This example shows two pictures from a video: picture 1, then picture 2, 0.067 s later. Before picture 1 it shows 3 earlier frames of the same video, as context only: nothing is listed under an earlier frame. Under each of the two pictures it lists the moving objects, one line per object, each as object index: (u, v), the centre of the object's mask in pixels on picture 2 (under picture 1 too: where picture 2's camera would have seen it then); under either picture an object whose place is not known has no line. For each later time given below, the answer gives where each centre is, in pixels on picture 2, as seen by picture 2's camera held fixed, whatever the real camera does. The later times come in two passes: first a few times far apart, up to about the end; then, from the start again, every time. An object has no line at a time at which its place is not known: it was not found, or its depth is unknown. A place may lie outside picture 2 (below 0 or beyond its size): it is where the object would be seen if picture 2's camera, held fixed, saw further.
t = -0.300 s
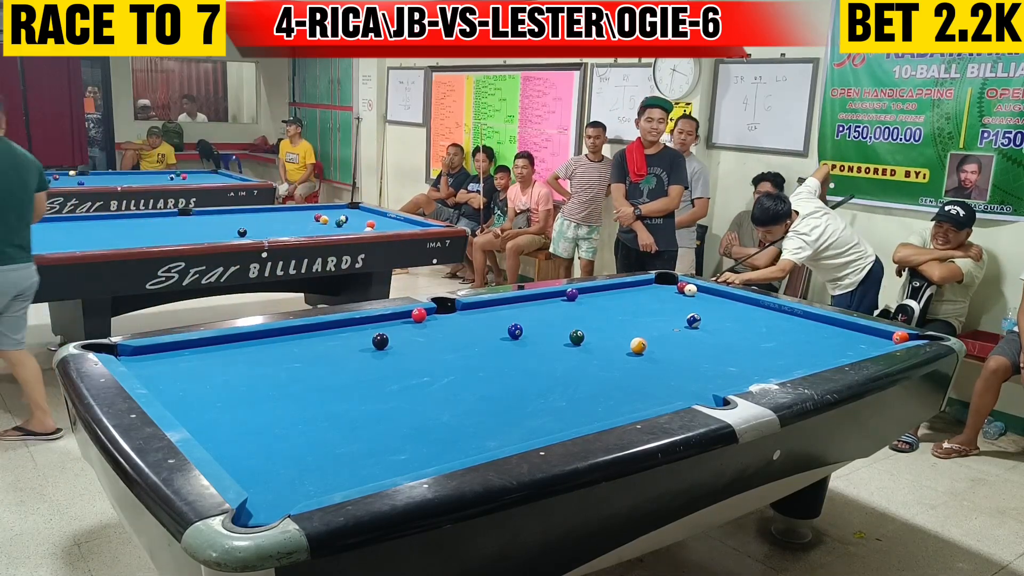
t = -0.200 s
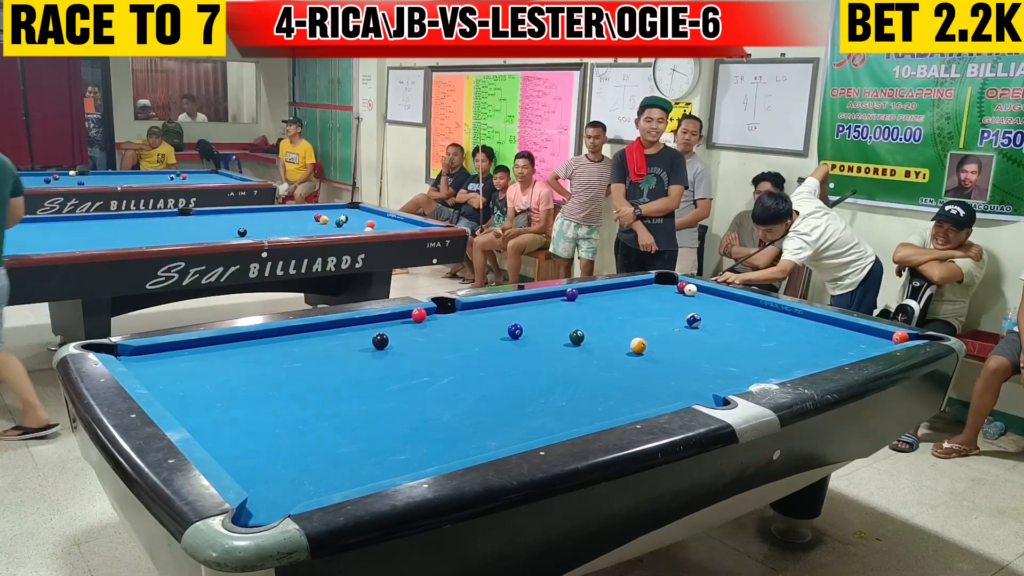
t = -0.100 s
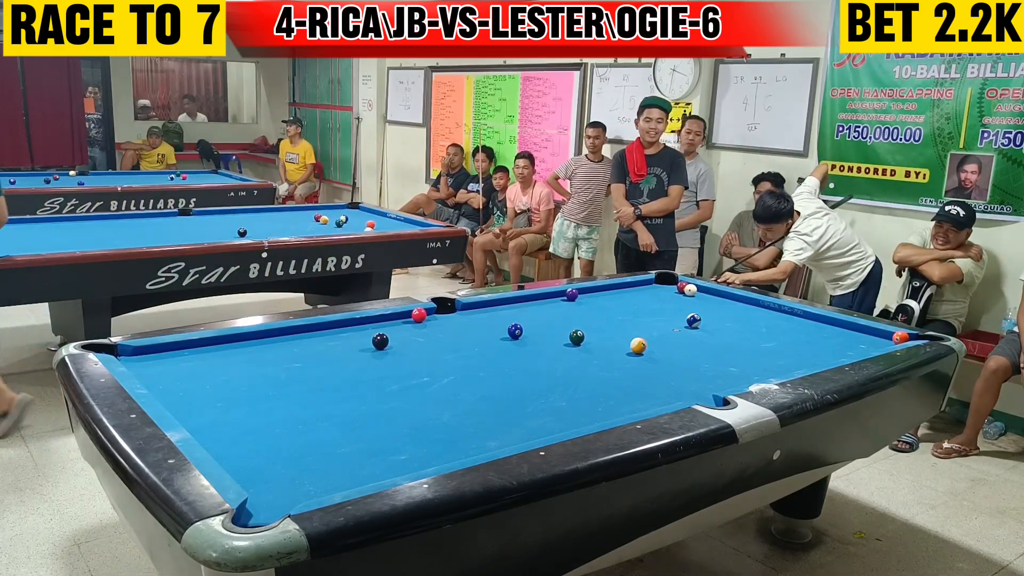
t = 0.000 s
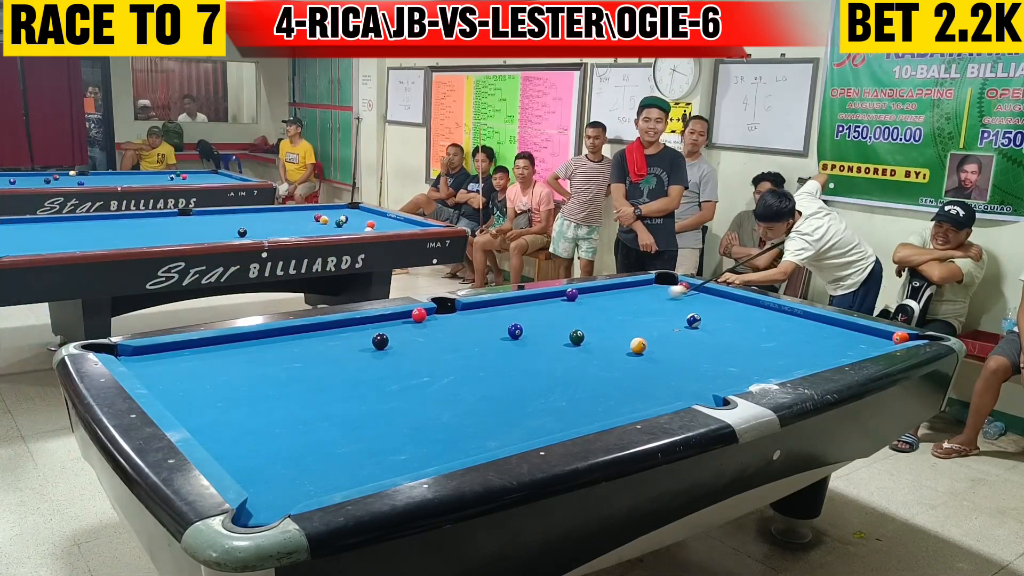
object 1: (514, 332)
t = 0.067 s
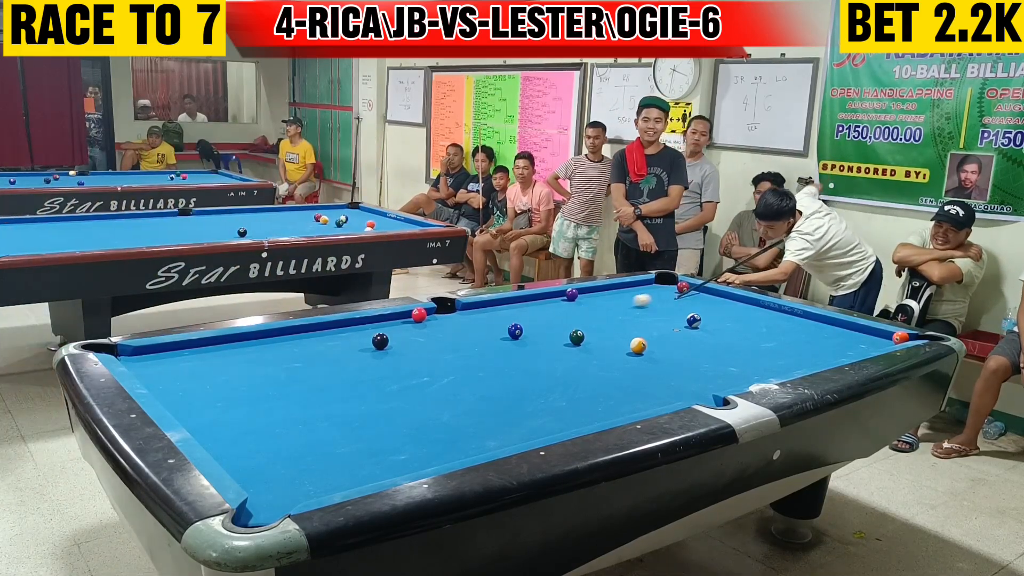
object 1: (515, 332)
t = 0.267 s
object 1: (515, 332)
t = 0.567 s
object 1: (378, 385)
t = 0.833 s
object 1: (222, 447)
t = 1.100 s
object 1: (324, 443)
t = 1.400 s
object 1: (427, 436)
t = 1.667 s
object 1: (516, 431)
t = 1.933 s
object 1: (589, 420)
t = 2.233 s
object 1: (624, 406)
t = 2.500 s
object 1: (649, 394)
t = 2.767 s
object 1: (671, 382)
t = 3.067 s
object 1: (693, 370)
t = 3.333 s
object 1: (708, 362)
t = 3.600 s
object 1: (722, 354)
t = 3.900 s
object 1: (736, 346)
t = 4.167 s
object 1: (745, 340)
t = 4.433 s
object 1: (754, 335)
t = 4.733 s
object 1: (763, 330)
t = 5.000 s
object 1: (769, 326)
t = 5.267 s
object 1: (776, 322)
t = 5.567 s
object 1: (782, 320)
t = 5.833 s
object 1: (786, 316)
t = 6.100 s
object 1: (789, 315)
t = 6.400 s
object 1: (794, 313)
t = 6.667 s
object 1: (792, 312)
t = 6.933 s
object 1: (790, 312)
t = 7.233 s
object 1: (790, 312)
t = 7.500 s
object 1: (790, 312)
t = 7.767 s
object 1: (790, 312)
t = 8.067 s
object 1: (790, 312)
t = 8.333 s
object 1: (790, 312)
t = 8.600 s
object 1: (790, 312)
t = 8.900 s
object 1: (790, 312)
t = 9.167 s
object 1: (790, 312)
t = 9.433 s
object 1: (790, 312)
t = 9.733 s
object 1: (789, 312)
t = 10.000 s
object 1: (790, 312)
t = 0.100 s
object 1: (515, 332)
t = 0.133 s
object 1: (515, 332)
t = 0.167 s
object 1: (515, 332)
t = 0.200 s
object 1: (515, 332)
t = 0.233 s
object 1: (515, 332)
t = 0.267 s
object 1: (515, 332)
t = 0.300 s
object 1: (502, 337)
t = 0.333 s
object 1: (487, 342)
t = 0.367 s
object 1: (471, 349)
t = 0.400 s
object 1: (455, 355)
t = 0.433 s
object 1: (439, 362)
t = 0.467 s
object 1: (422, 368)
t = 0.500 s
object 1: (413, 371)
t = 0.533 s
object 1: (396, 378)
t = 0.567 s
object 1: (378, 385)
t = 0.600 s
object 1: (360, 392)
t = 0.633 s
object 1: (342, 400)
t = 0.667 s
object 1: (324, 407)
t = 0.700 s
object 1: (305, 415)
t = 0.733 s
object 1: (286, 422)
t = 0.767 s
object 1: (266, 430)
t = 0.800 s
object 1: (244, 438)
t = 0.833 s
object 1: (222, 447)
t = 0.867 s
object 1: (223, 451)
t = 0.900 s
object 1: (240, 448)
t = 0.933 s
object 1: (256, 447)
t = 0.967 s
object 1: (271, 446)
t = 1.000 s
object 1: (285, 445)
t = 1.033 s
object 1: (299, 445)
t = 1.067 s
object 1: (311, 444)
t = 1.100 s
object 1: (324, 443)
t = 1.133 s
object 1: (337, 442)
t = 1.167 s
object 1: (349, 441)
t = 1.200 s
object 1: (362, 441)
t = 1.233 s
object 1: (374, 440)
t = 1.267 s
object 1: (386, 439)
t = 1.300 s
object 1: (398, 438)
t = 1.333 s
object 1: (410, 437)
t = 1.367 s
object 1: (416, 437)
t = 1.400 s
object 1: (427, 436)
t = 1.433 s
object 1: (439, 436)
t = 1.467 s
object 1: (450, 435)
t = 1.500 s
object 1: (462, 434)
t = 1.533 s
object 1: (473, 434)
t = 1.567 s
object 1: (484, 433)
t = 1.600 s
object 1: (495, 432)
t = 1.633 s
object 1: (505, 432)
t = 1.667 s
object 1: (516, 431)
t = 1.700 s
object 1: (526, 430)
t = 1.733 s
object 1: (537, 429)
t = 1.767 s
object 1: (546, 428)
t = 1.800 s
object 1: (556, 426)
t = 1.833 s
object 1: (566, 425)
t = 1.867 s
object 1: (576, 423)
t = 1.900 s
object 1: (585, 422)
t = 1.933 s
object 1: (589, 420)
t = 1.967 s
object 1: (593, 419)
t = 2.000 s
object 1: (597, 417)
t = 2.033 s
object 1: (601, 415)
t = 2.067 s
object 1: (605, 414)
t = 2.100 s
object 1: (610, 412)
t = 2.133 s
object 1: (613, 411)
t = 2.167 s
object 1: (617, 409)
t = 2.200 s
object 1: (621, 408)
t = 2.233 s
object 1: (624, 406)
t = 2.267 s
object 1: (626, 405)
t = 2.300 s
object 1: (629, 404)
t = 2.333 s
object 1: (633, 402)
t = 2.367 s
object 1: (636, 400)
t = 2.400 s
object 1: (640, 399)
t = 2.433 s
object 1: (643, 397)
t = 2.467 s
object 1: (646, 396)
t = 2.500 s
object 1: (649, 394)
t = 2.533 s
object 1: (652, 392)
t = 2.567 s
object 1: (655, 391)
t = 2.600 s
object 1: (658, 389)
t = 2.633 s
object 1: (660, 388)
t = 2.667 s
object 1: (663, 386)
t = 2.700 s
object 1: (666, 385)
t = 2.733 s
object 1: (669, 383)
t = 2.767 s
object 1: (671, 382)
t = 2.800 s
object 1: (674, 381)
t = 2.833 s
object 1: (676, 379)
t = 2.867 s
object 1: (679, 378)
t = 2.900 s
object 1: (681, 377)
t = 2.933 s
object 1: (684, 375)
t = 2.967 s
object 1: (686, 374)
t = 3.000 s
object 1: (688, 373)
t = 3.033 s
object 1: (690, 372)
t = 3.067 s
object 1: (693, 370)
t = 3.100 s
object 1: (695, 369)
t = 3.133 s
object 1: (697, 368)
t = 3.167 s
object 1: (698, 367)
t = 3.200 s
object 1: (700, 366)
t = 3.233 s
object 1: (702, 365)
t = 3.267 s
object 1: (704, 364)
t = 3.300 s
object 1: (706, 363)
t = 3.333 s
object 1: (708, 362)
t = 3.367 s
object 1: (710, 361)
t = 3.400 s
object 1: (711, 360)
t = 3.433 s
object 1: (713, 359)
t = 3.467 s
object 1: (715, 358)
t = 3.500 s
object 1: (717, 357)
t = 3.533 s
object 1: (719, 356)
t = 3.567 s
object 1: (720, 355)
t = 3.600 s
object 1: (722, 354)
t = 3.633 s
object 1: (724, 353)
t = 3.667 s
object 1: (725, 352)
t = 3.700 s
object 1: (727, 351)
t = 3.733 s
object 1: (728, 350)
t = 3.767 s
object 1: (730, 350)
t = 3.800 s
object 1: (732, 349)
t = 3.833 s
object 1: (733, 348)
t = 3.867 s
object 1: (734, 347)
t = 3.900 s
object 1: (736, 346)
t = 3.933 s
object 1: (737, 345)
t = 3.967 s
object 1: (738, 345)
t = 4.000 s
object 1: (740, 344)
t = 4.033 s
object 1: (741, 343)
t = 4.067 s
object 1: (742, 343)
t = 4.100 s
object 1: (743, 342)
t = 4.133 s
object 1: (744, 341)
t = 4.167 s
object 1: (745, 340)
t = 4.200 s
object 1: (746, 340)
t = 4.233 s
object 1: (748, 339)
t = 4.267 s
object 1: (749, 338)
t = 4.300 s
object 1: (750, 338)
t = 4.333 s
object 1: (751, 337)
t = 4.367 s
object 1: (752, 336)
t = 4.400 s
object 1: (753, 336)
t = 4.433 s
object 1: (754, 335)
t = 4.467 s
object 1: (755, 335)
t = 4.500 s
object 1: (756, 334)
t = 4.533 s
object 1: (757, 333)
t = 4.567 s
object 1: (758, 332)
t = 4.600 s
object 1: (759, 332)
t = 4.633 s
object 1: (760, 331)
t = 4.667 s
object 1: (761, 331)
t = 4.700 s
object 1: (762, 330)
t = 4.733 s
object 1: (763, 330)
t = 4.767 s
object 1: (764, 329)
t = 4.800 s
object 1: (765, 329)
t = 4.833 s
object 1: (765, 328)
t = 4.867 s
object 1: (766, 328)
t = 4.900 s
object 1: (767, 327)
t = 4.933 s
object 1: (768, 327)
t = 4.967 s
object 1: (768, 326)
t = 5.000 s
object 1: (769, 326)
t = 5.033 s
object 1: (770, 326)
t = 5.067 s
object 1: (771, 325)
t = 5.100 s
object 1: (772, 325)
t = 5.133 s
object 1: (772, 324)
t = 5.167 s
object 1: (773, 324)
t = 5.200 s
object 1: (774, 323)
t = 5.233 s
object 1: (775, 323)
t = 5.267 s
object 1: (776, 322)
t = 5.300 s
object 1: (776, 322)
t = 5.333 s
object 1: (777, 322)
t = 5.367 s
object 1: (778, 321)
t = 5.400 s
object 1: (778, 321)
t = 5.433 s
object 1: (779, 321)
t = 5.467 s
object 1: (779, 320)
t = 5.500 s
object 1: (780, 320)
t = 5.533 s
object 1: (781, 320)
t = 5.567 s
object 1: (782, 320)
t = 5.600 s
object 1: (782, 319)
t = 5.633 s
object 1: (783, 319)
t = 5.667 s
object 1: (783, 319)
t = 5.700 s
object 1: (784, 318)
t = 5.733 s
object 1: (784, 317)
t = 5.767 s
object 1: (785, 317)
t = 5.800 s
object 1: (786, 317)
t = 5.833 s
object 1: (786, 316)
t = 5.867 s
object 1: (786, 316)
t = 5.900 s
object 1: (787, 316)
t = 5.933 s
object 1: (787, 316)
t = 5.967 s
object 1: (787, 316)
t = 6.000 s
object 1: (788, 315)
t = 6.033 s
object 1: (788, 315)
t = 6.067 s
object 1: (788, 315)
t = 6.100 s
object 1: (789, 315)
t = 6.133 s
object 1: (789, 314)
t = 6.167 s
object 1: (790, 314)
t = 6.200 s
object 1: (791, 314)
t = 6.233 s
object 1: (791, 313)
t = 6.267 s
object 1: (791, 313)
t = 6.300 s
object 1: (792, 313)
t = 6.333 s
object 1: (793, 313)
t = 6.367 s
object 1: (794, 313)
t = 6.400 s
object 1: (794, 313)
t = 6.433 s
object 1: (795, 312)
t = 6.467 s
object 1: (795, 312)
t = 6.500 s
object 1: (795, 312)
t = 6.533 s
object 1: (795, 312)
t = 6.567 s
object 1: (794, 312)
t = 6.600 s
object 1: (794, 312)
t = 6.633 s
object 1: (793, 312)
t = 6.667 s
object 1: (792, 312)
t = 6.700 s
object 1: (792, 312)
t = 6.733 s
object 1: (792, 312)
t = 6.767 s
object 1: (791, 312)
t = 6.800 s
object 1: (791, 312)
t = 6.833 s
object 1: (791, 312)
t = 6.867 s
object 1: (790, 312)
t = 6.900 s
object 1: (790, 312)
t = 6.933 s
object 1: (790, 312)
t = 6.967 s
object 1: (790, 312)
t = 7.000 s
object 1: (790, 312)
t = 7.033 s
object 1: (790, 312)
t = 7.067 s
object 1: (790, 312)
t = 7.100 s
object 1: (790, 312)
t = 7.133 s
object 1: (790, 312)
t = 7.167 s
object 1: (790, 312)
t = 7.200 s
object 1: (790, 312)
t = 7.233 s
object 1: (790, 312)
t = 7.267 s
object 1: (790, 312)
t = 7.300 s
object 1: (790, 312)
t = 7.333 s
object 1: (790, 312)
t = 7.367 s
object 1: (790, 312)
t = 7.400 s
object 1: (790, 312)
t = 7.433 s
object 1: (790, 312)
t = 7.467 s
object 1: (790, 312)
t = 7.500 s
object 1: (790, 312)
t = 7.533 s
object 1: (790, 312)
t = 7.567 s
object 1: (790, 312)
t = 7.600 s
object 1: (790, 312)
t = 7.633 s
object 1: (790, 312)
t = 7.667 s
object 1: (790, 312)
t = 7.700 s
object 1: (790, 312)
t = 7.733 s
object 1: (790, 312)
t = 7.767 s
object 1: (790, 312)
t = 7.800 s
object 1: (790, 312)
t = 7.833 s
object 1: (790, 312)
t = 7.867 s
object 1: (790, 312)
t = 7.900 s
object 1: (790, 312)
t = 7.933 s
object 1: (790, 312)
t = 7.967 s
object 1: (790, 312)
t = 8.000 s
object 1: (790, 312)
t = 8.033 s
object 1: (790, 312)
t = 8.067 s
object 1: (790, 312)
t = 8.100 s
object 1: (790, 312)
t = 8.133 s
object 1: (790, 312)
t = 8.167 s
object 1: (790, 312)
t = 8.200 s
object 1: (790, 312)
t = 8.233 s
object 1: (790, 312)
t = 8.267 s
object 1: (790, 312)
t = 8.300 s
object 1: (789, 312)
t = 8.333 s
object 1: (790, 312)
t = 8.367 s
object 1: (790, 312)
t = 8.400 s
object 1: (790, 312)
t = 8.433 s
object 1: (790, 312)
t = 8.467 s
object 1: (790, 312)
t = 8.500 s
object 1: (790, 312)
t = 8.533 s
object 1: (790, 312)
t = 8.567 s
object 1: (790, 312)
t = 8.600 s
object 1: (790, 312)
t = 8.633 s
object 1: (790, 312)
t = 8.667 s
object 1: (790, 312)
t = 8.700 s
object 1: (789, 312)
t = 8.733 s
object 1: (789, 312)
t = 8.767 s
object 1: (790, 312)
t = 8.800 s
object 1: (790, 312)
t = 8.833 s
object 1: (790, 312)
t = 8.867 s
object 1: (790, 312)
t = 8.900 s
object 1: (790, 312)
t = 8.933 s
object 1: (790, 312)
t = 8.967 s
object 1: (790, 312)
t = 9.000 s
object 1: (790, 312)
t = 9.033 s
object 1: (790, 312)
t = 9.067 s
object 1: (789, 312)
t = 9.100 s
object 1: (790, 312)
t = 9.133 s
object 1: (790, 312)
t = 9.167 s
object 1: (790, 312)
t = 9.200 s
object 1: (790, 312)
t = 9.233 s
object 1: (790, 312)
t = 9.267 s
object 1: (790, 312)
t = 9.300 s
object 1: (789, 312)
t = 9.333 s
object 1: (790, 312)
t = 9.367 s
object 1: (790, 312)
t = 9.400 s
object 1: (790, 312)
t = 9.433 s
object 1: (790, 312)
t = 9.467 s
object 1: (790, 312)
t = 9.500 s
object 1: (789, 312)
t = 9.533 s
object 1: (790, 312)
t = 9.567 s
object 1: (789, 312)
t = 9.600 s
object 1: (790, 312)
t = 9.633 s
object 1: (789, 312)
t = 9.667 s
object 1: (790, 312)
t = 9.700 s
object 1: (790, 312)
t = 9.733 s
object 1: (789, 312)
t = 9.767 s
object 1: (790, 312)
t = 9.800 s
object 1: (789, 312)
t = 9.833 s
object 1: (790, 312)
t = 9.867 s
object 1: (789, 312)
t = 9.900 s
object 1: (790, 312)
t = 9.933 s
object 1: (790, 312)
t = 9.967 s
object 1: (790, 312)
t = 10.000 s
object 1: (790, 312)
